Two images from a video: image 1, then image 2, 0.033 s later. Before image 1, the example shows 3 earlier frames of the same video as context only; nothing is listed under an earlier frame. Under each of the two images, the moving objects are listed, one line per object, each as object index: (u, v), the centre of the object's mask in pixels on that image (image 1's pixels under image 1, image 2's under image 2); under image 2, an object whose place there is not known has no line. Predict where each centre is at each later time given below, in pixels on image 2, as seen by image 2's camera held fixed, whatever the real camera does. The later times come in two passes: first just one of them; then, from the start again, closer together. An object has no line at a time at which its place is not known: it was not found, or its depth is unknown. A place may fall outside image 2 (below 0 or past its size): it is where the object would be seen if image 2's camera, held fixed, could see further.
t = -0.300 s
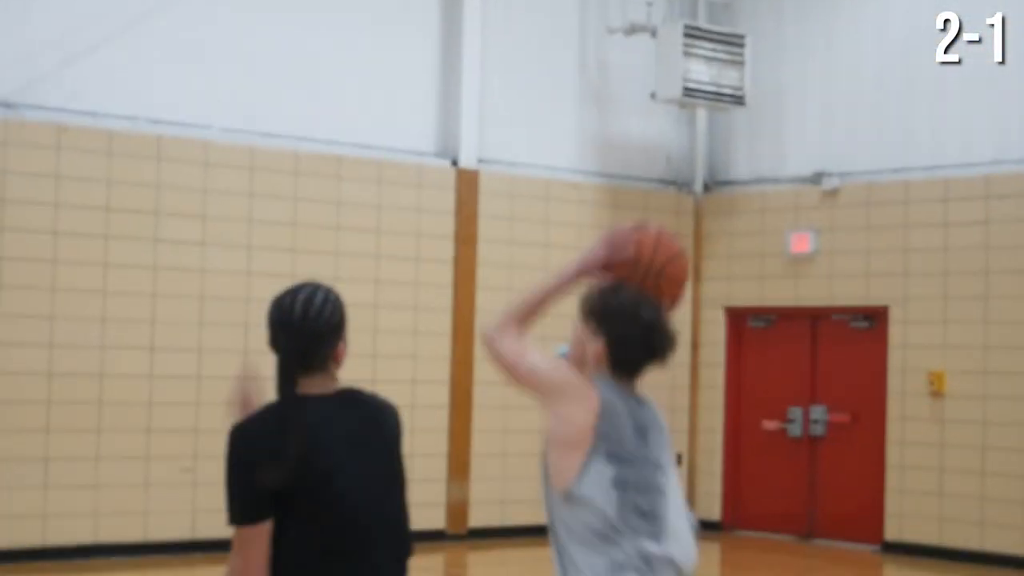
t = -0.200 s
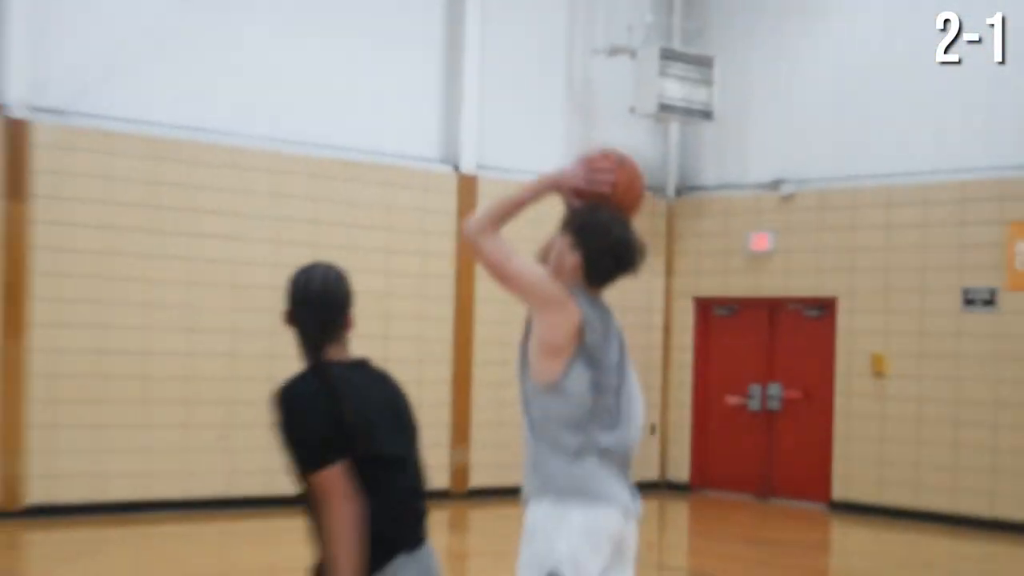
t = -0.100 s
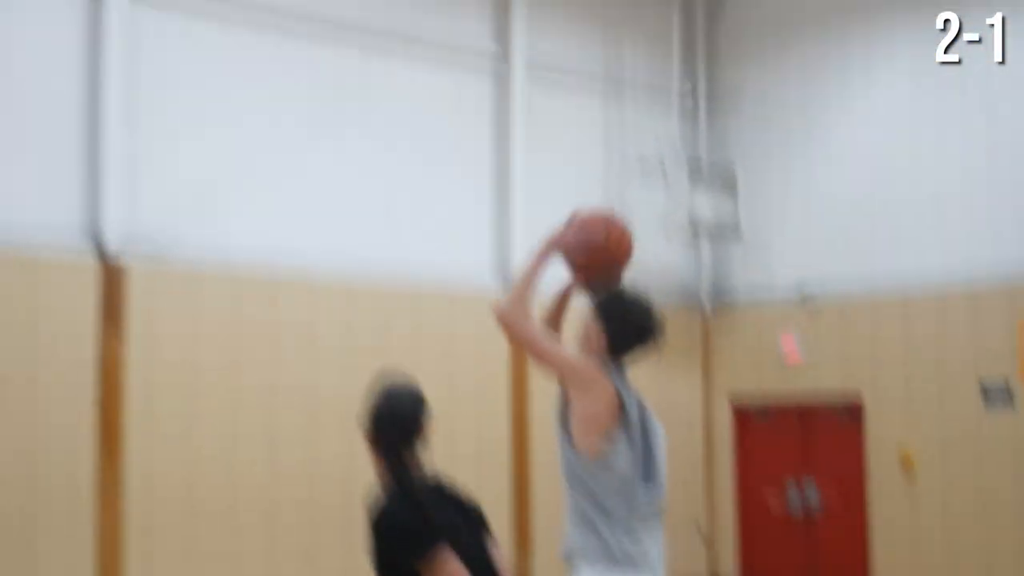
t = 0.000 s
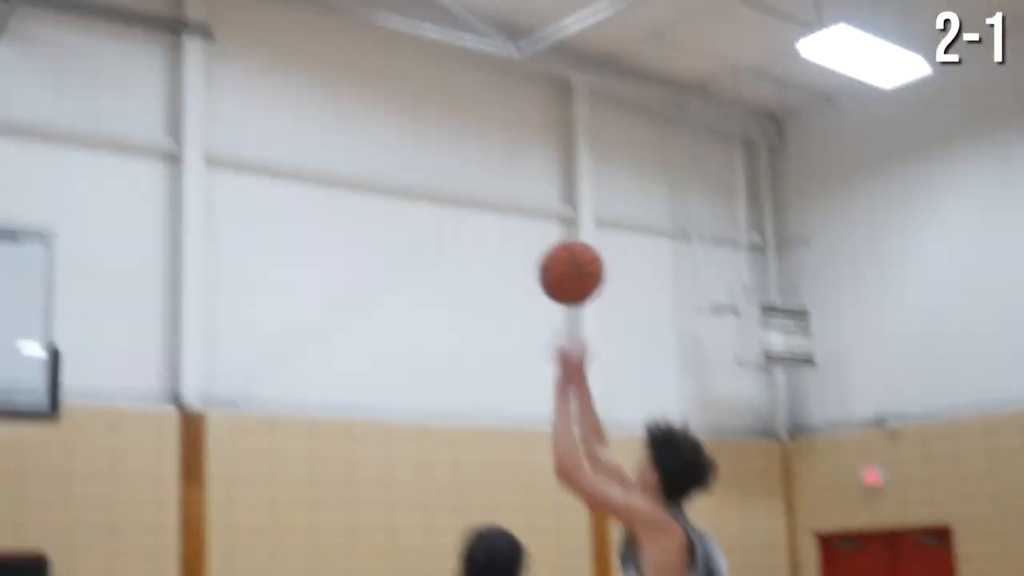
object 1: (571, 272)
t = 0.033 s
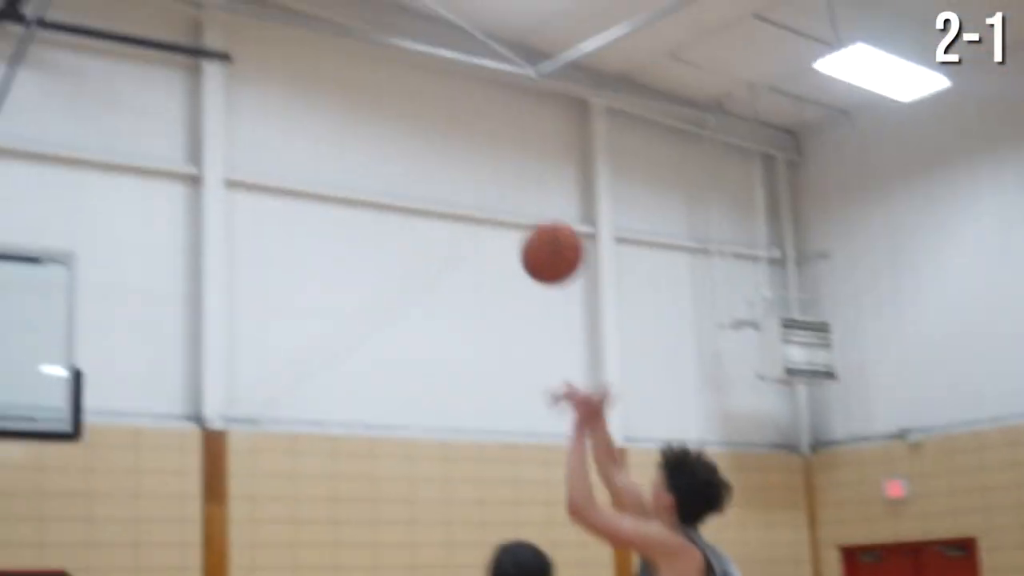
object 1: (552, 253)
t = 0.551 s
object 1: (159, 127)
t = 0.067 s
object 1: (519, 224)
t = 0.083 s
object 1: (502, 208)
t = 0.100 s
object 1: (485, 196)
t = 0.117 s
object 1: (468, 184)
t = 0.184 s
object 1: (407, 147)
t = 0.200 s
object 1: (392, 139)
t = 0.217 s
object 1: (378, 133)
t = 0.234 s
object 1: (365, 128)
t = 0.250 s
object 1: (352, 121)
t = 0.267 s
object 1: (337, 114)
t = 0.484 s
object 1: (194, 111)
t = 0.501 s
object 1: (186, 114)
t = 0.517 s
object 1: (176, 118)
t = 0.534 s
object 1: (167, 122)
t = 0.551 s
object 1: (159, 127)
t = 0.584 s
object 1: (142, 137)
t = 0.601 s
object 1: (134, 143)
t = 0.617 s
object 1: (125, 149)
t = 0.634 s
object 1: (118, 156)
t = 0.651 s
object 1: (109, 163)
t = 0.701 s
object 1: (86, 186)
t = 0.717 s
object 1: (78, 194)
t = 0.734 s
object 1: (69, 202)
